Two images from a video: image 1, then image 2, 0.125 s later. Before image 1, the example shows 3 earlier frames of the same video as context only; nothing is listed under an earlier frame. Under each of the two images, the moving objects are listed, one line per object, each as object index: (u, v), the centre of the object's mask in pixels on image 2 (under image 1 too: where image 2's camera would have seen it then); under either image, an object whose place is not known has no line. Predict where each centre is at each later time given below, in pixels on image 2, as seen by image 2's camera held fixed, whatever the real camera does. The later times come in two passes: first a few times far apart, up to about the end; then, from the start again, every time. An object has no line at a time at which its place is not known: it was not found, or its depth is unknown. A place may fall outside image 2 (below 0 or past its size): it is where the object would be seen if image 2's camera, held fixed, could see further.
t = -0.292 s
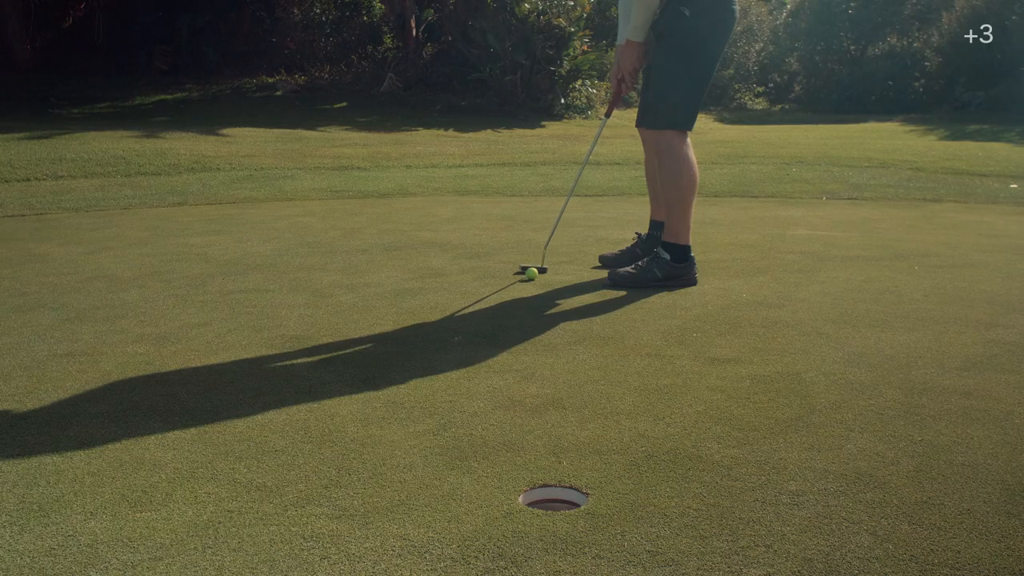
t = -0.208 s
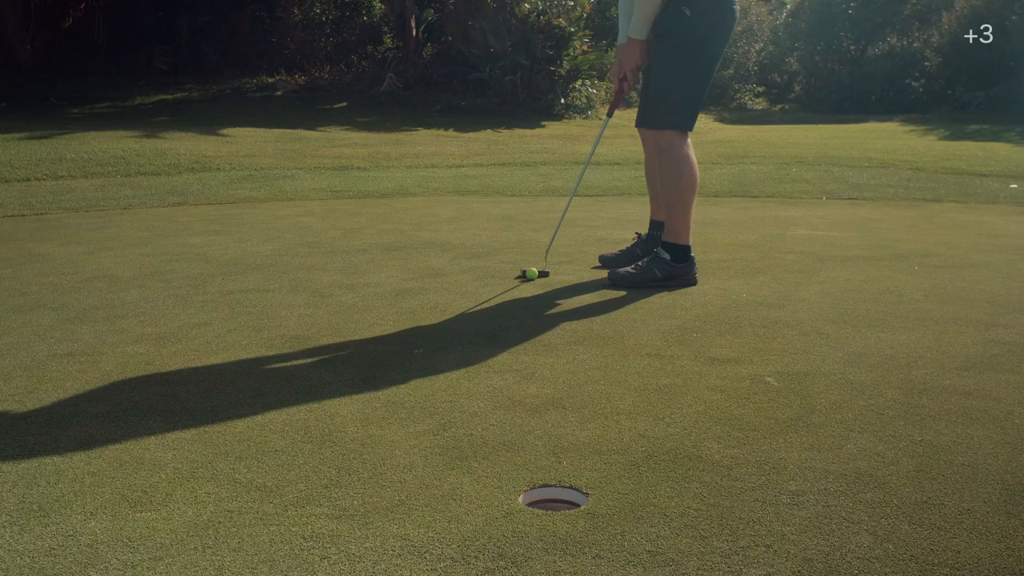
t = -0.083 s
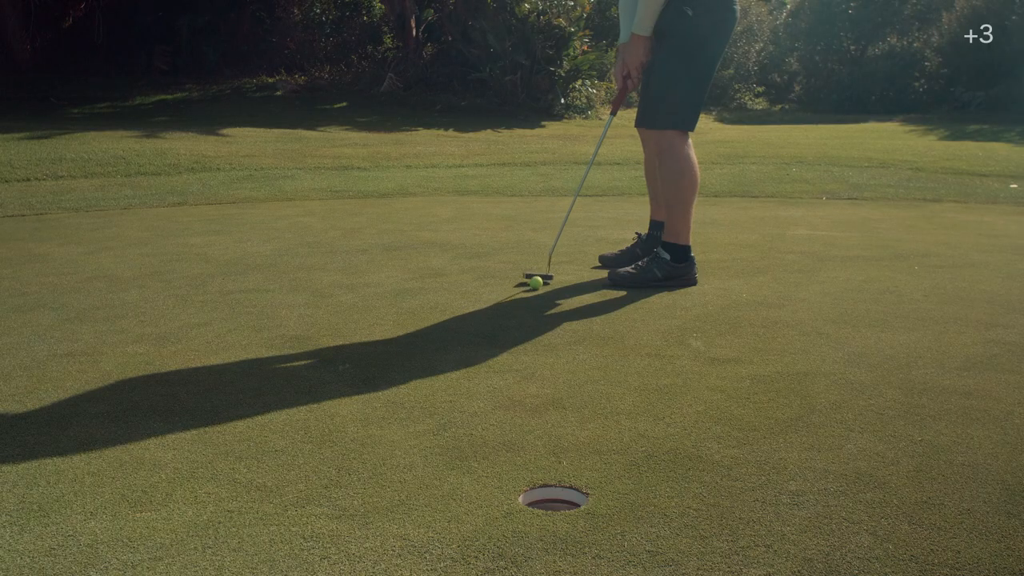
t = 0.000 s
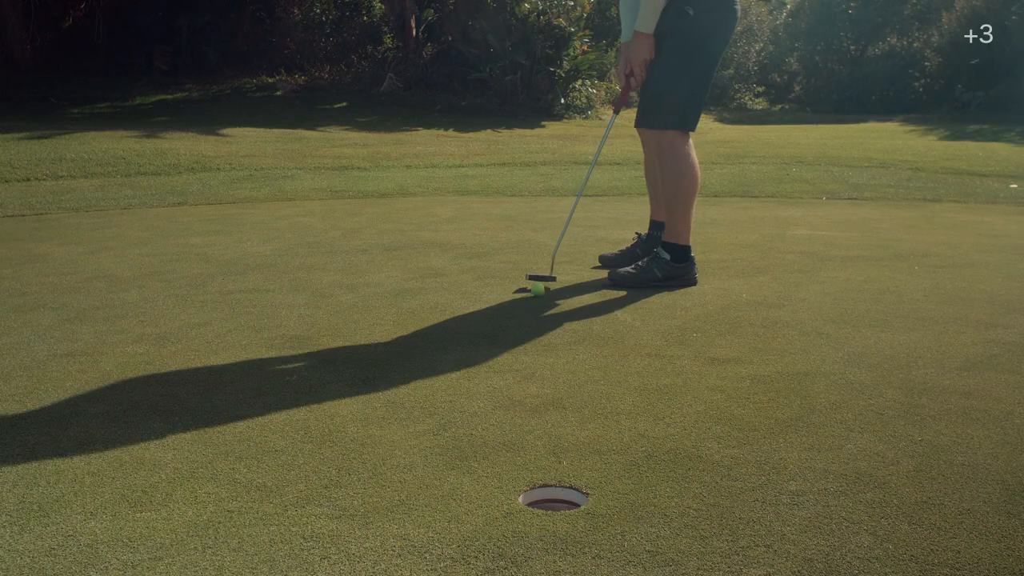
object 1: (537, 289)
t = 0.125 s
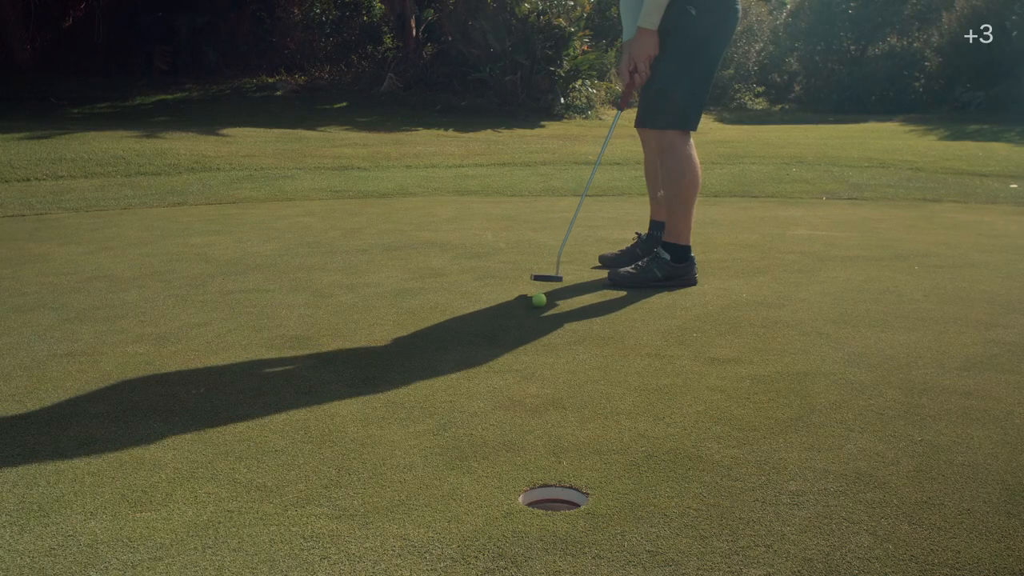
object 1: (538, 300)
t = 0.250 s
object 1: (539, 312)
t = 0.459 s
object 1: (538, 333)
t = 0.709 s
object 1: (534, 361)
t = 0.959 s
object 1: (524, 393)
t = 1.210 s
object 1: (506, 430)
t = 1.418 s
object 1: (487, 463)
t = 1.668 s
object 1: (459, 506)
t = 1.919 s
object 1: (424, 548)
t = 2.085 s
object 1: (398, 566)
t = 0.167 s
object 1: (539, 304)
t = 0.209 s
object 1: (539, 308)
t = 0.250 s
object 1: (539, 312)
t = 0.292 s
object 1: (539, 316)
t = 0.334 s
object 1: (538, 320)
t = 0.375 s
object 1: (538, 324)
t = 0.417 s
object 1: (538, 329)
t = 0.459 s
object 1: (538, 333)
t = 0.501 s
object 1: (538, 337)
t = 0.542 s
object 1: (537, 341)
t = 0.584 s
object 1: (537, 346)
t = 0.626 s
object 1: (536, 351)
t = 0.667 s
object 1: (535, 356)
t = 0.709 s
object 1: (534, 361)
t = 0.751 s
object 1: (533, 366)
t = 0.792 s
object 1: (532, 371)
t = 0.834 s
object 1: (530, 377)
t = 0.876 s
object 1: (528, 382)
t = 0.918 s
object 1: (526, 388)
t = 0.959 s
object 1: (524, 393)
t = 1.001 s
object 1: (521, 399)
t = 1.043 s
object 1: (518, 405)
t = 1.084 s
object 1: (515, 411)
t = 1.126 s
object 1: (512, 417)
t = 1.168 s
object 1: (509, 423)
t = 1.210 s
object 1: (506, 430)
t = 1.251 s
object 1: (502, 436)
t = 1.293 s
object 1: (499, 443)
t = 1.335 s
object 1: (495, 449)
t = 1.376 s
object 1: (492, 456)
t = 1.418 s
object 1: (487, 463)
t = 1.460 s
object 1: (483, 470)
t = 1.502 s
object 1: (479, 477)
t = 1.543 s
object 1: (474, 484)
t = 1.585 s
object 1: (469, 491)
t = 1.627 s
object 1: (464, 498)
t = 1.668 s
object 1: (459, 506)
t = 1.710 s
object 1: (454, 513)
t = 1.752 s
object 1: (449, 520)
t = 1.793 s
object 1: (443, 526)
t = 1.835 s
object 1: (437, 534)
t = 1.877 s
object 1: (431, 540)
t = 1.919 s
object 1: (424, 548)
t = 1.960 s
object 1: (417, 554)
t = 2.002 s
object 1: (410, 560)
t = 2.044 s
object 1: (404, 563)
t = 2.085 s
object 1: (398, 566)
